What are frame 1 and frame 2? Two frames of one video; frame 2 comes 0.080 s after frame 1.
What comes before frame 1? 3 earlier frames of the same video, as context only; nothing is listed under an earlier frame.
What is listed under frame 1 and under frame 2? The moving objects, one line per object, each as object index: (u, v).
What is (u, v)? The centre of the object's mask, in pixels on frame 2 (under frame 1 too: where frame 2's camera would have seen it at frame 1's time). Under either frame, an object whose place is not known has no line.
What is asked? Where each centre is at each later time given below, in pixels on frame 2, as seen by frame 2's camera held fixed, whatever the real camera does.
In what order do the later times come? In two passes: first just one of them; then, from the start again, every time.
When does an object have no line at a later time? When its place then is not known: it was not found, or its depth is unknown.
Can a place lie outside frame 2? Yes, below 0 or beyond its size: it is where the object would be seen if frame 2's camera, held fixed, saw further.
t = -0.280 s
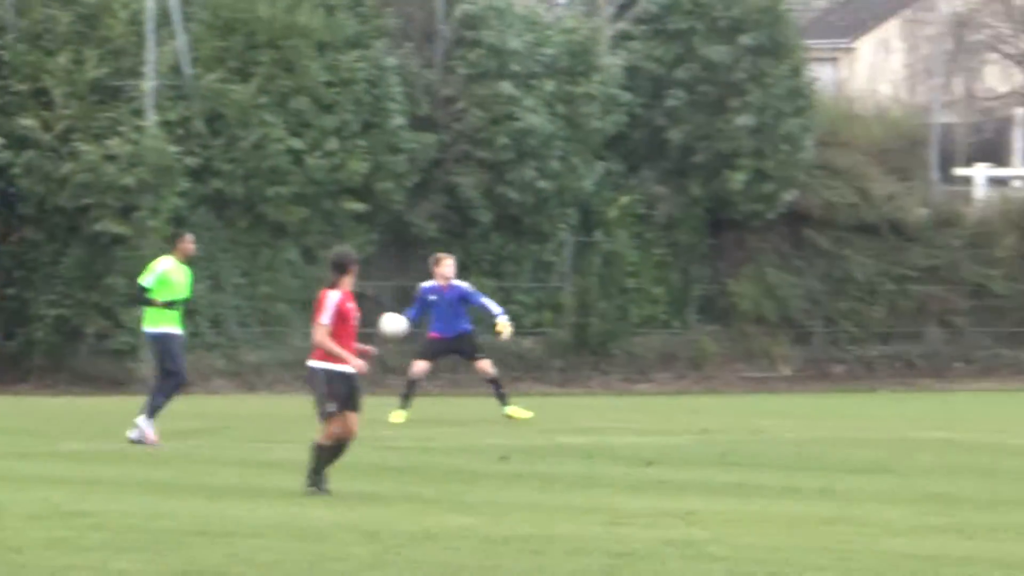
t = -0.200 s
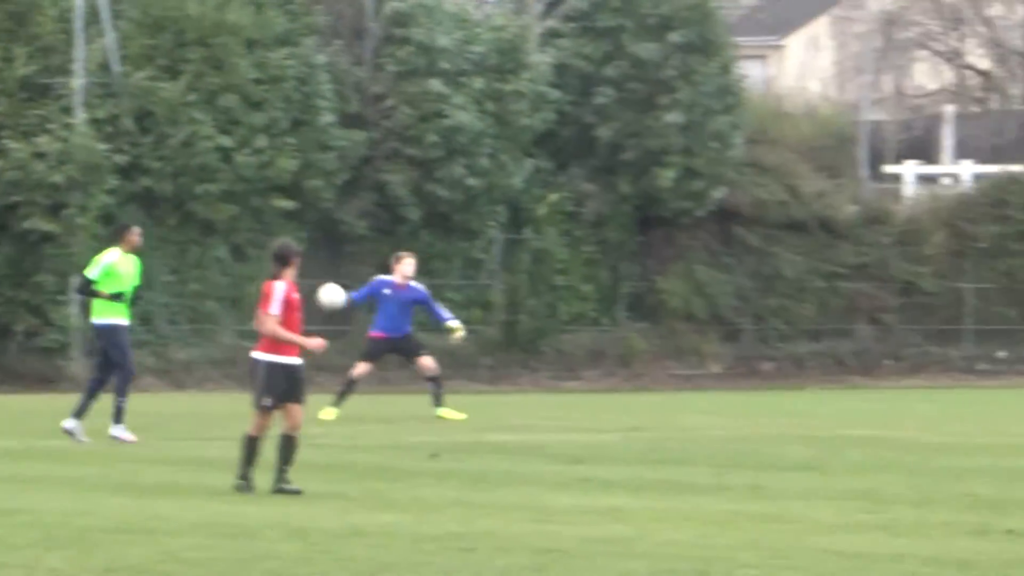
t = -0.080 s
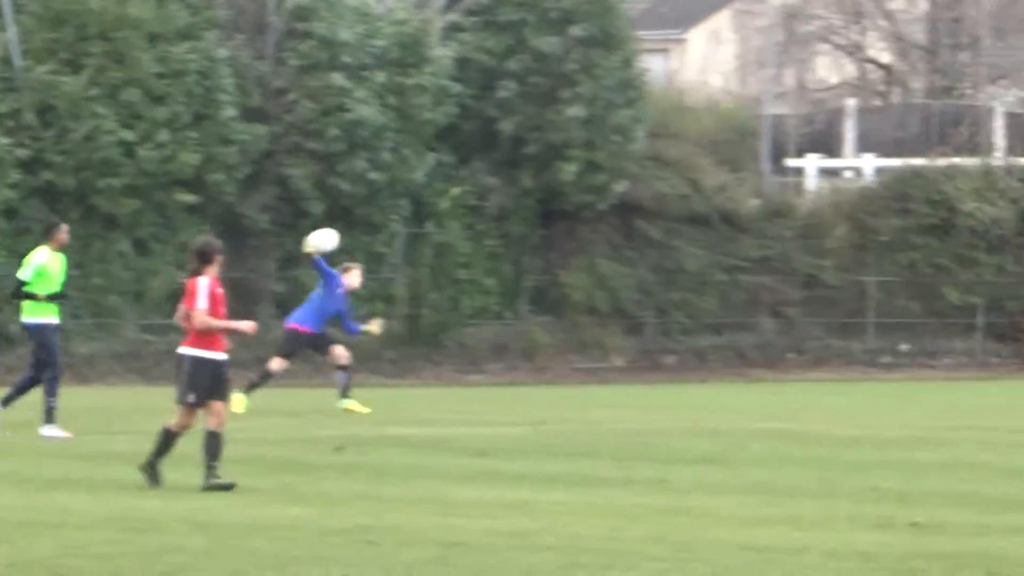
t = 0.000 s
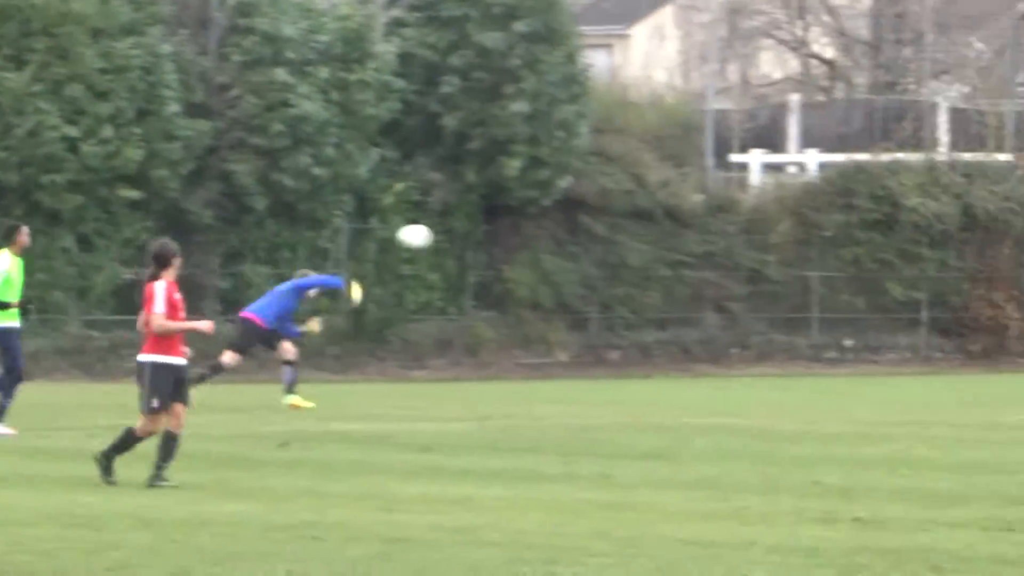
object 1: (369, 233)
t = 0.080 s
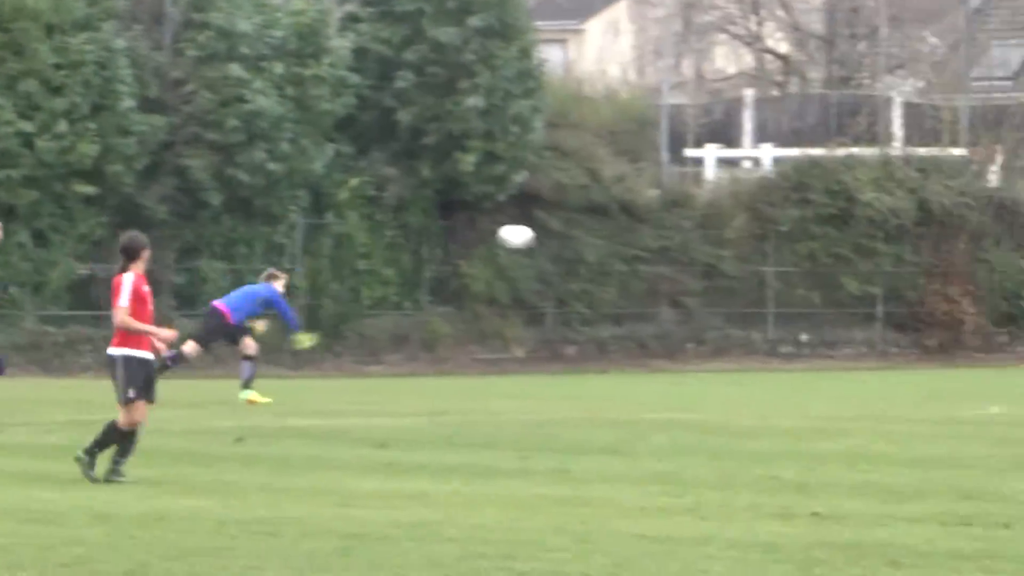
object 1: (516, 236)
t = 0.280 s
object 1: (871, 266)
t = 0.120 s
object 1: (587, 240)
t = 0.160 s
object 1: (658, 245)
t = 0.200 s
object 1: (730, 251)
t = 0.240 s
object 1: (801, 257)
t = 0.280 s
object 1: (871, 266)
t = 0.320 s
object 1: (942, 274)
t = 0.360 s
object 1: (1013, 284)
